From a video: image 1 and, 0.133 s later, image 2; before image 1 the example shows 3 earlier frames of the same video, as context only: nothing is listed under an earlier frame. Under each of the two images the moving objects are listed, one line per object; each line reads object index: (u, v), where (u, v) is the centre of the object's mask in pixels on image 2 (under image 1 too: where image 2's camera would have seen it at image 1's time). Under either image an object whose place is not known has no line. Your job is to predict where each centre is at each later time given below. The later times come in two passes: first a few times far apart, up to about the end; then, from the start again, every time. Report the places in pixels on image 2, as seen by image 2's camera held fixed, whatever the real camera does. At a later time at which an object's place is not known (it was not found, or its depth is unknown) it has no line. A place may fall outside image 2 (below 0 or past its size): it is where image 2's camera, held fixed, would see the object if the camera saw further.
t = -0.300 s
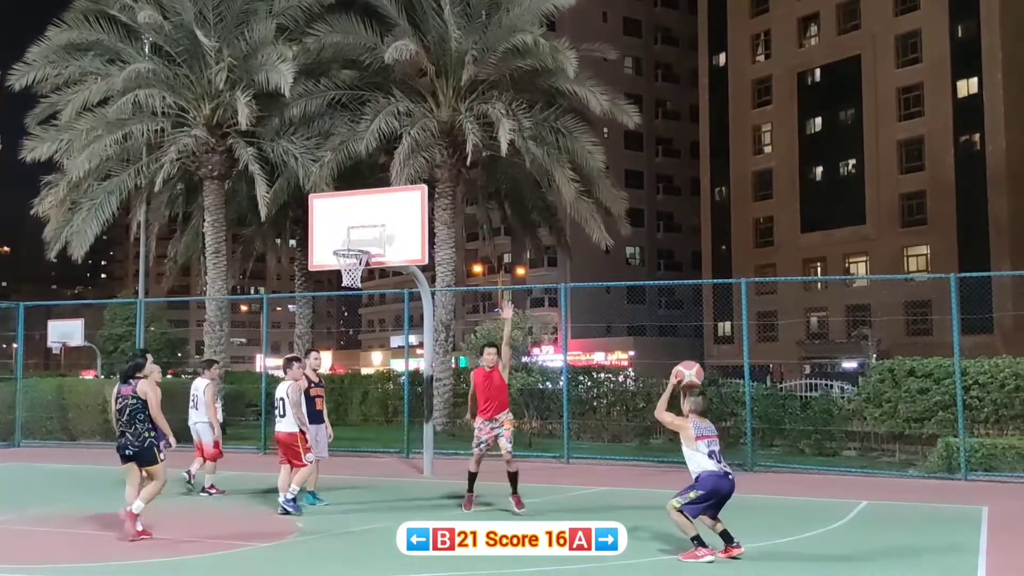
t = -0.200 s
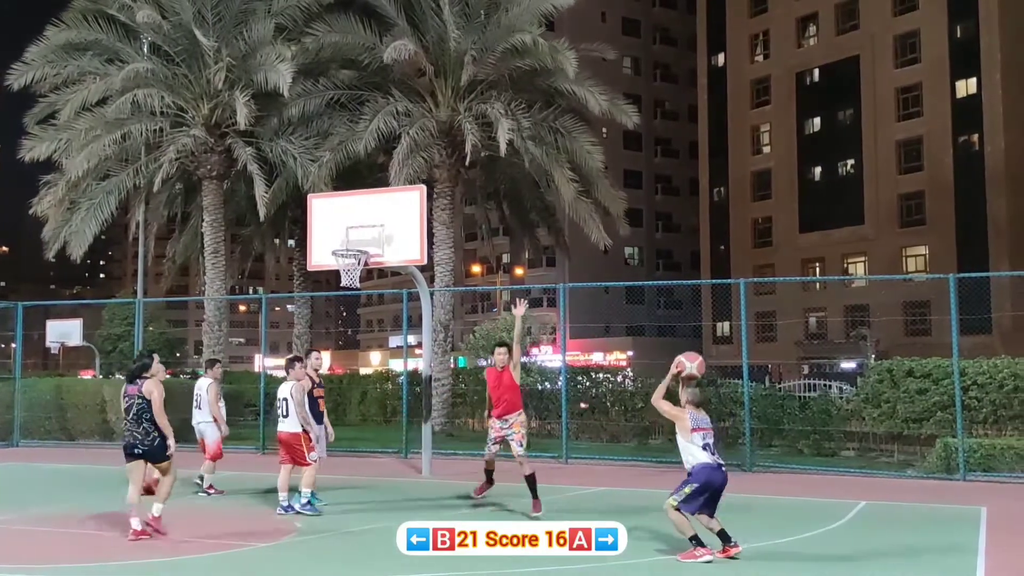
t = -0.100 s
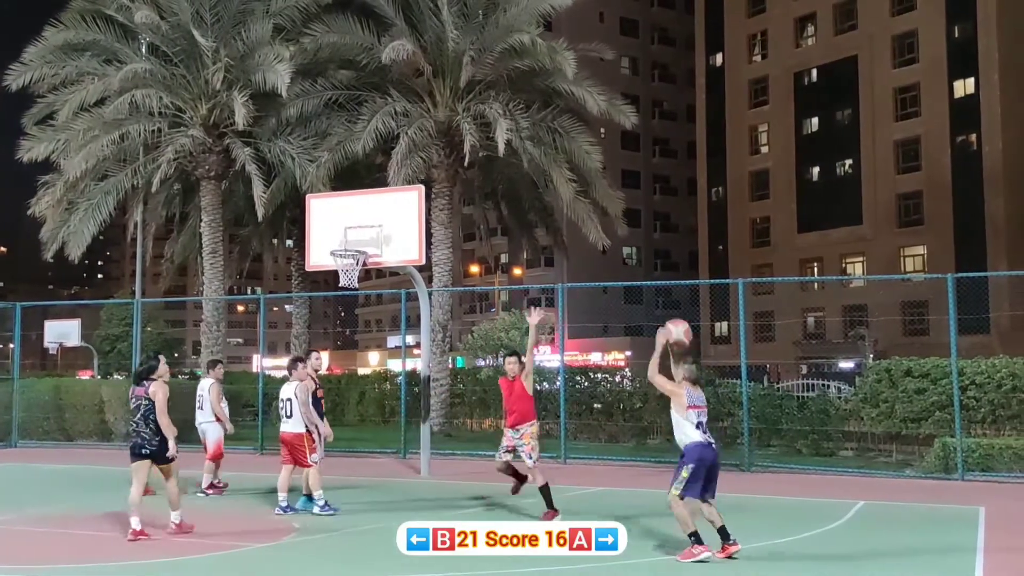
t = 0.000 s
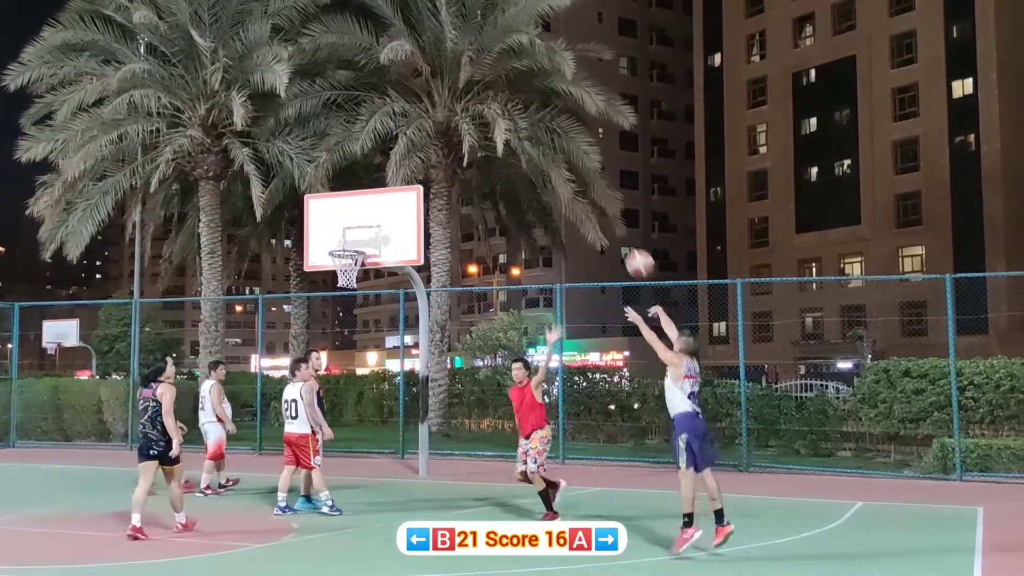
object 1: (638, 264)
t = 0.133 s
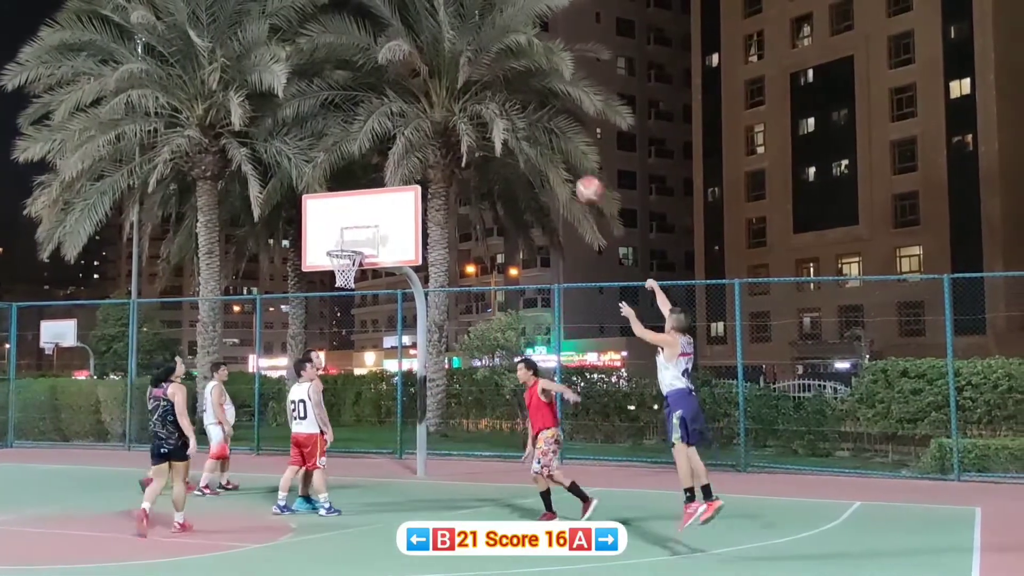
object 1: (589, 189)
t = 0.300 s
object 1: (535, 131)
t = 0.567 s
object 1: (464, 101)
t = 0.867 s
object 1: (398, 138)
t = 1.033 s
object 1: (367, 185)
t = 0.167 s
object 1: (577, 175)
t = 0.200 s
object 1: (566, 161)
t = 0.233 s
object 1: (556, 150)
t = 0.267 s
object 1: (545, 140)
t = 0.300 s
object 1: (535, 131)
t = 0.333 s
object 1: (525, 123)
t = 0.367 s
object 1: (516, 117)
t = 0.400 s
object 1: (507, 112)
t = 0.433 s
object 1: (497, 107)
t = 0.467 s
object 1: (489, 105)
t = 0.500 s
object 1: (480, 102)
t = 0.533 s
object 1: (472, 101)
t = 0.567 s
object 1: (464, 101)
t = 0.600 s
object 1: (456, 102)
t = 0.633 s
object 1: (448, 104)
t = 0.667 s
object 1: (441, 107)
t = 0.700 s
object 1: (434, 110)
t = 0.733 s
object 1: (427, 115)
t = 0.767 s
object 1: (420, 119)
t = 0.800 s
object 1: (413, 125)
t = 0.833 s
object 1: (406, 131)
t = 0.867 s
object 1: (398, 138)
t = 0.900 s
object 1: (392, 147)
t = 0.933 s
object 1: (385, 155)
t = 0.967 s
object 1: (379, 165)
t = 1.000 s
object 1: (373, 175)
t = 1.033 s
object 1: (367, 185)
